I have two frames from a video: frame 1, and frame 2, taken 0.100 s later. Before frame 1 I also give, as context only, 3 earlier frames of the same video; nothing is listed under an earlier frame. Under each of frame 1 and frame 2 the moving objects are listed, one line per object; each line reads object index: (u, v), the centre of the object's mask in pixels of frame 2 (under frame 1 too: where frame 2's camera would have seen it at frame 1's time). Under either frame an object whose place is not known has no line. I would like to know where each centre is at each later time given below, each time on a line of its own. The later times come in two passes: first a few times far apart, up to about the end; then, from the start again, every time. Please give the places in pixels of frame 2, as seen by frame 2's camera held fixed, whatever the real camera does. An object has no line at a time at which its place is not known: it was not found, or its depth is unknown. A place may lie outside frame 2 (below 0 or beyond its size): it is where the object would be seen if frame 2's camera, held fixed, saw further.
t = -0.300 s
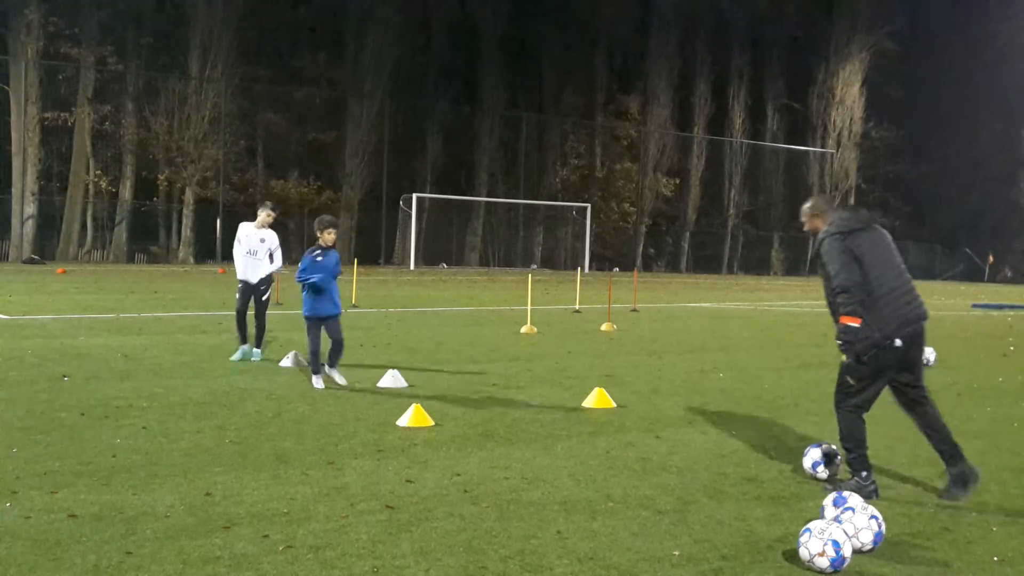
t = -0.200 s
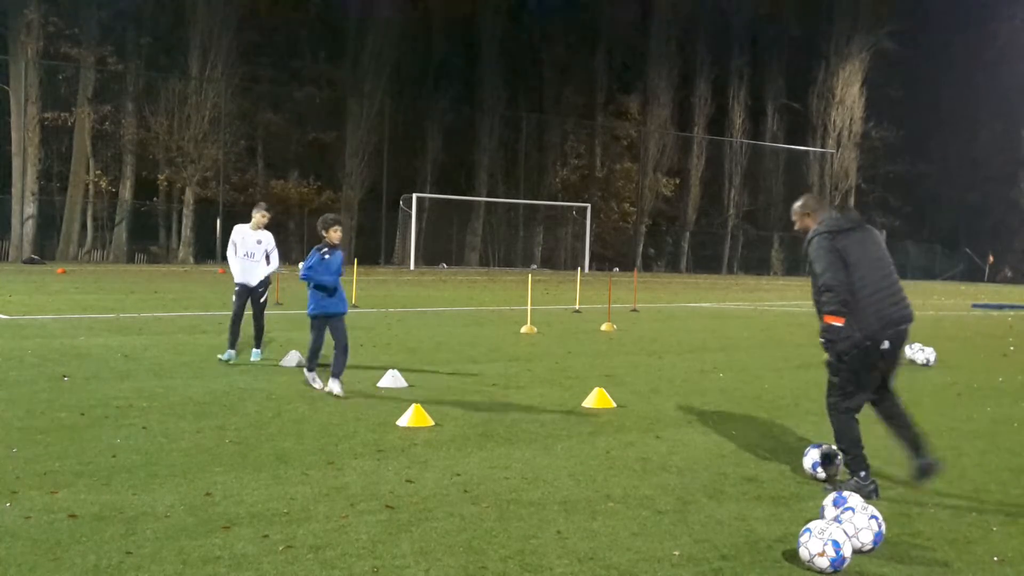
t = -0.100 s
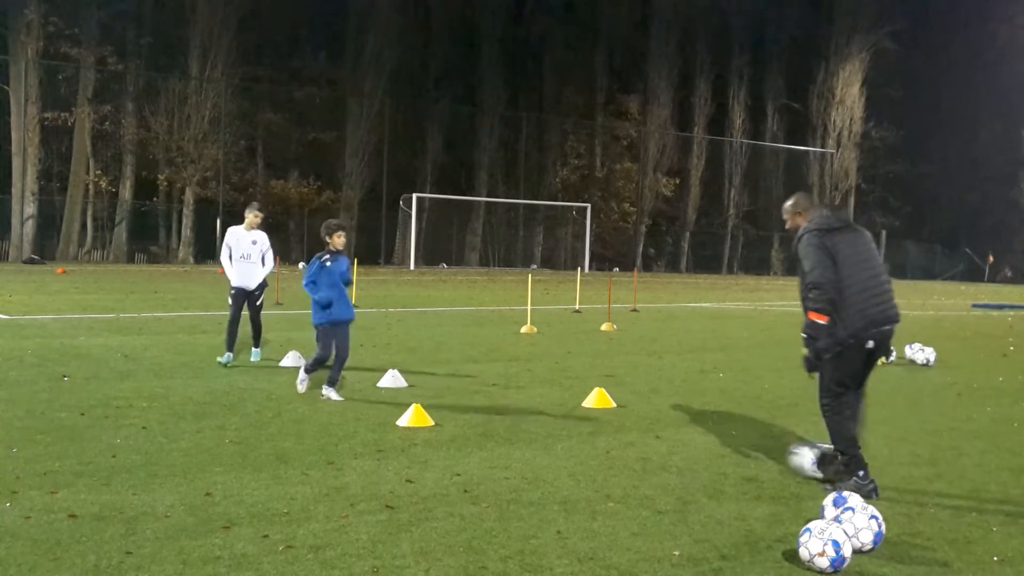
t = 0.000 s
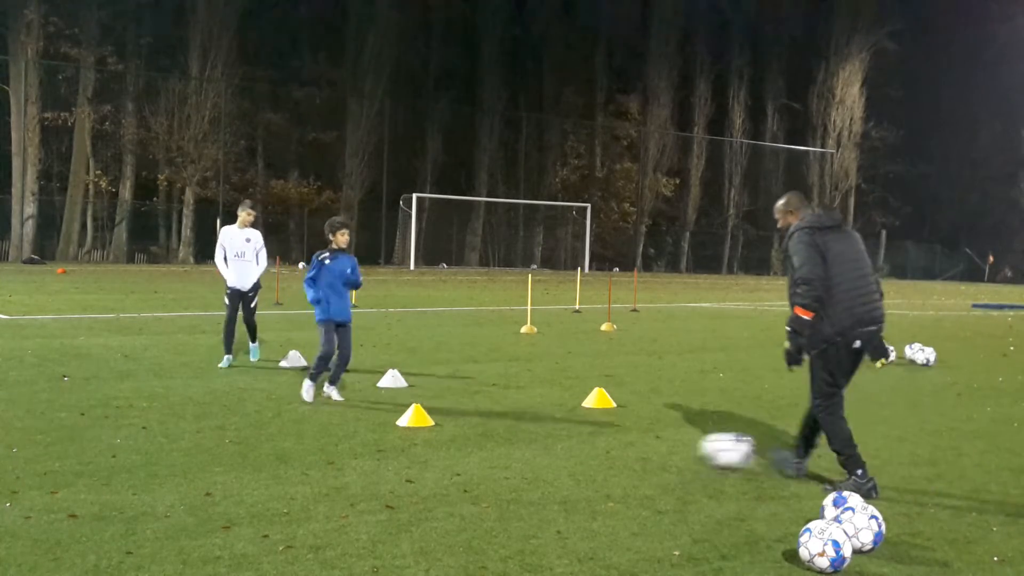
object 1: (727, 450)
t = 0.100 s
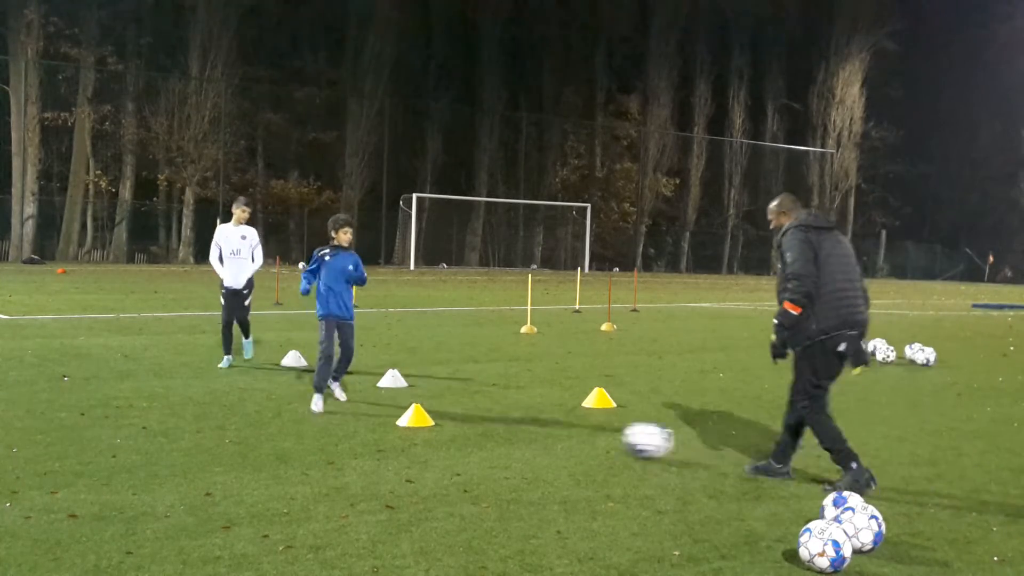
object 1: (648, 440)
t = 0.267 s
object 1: (536, 430)
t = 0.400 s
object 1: (461, 423)
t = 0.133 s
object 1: (623, 439)
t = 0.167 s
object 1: (599, 438)
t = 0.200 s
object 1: (577, 434)
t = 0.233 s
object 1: (555, 431)
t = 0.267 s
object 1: (536, 430)
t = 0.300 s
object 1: (516, 428)
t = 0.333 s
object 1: (497, 426)
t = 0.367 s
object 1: (478, 425)
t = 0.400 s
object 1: (461, 423)
